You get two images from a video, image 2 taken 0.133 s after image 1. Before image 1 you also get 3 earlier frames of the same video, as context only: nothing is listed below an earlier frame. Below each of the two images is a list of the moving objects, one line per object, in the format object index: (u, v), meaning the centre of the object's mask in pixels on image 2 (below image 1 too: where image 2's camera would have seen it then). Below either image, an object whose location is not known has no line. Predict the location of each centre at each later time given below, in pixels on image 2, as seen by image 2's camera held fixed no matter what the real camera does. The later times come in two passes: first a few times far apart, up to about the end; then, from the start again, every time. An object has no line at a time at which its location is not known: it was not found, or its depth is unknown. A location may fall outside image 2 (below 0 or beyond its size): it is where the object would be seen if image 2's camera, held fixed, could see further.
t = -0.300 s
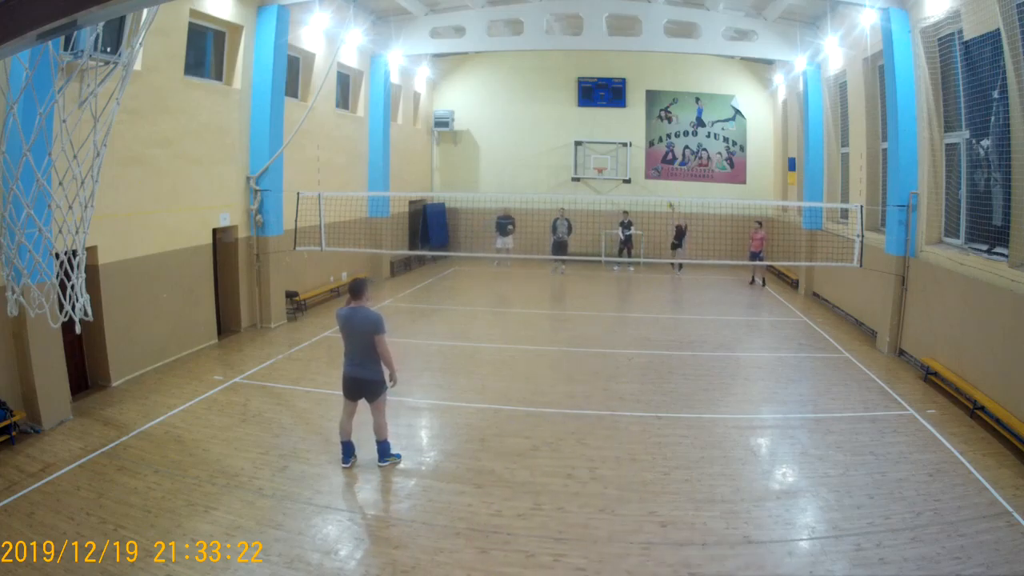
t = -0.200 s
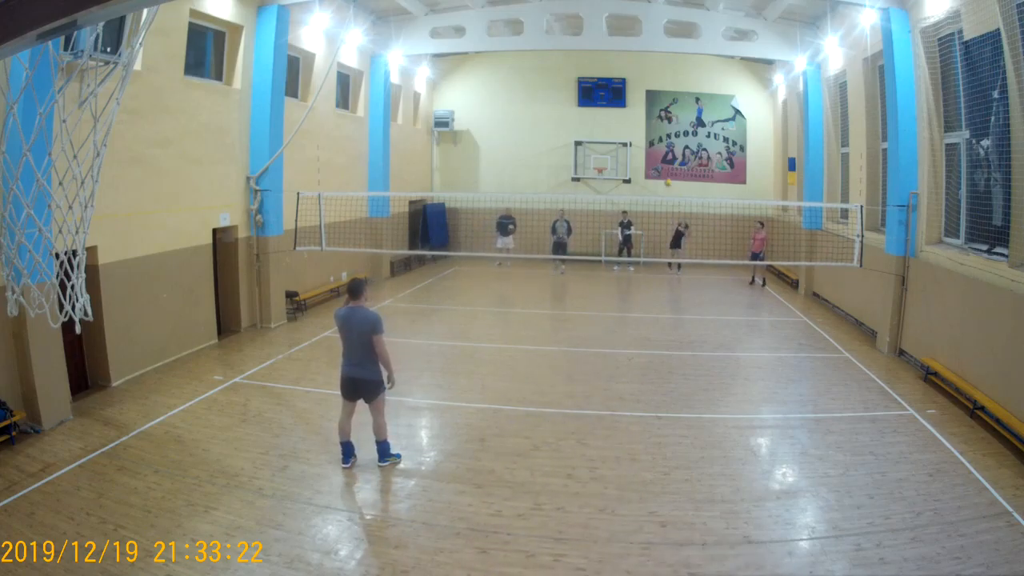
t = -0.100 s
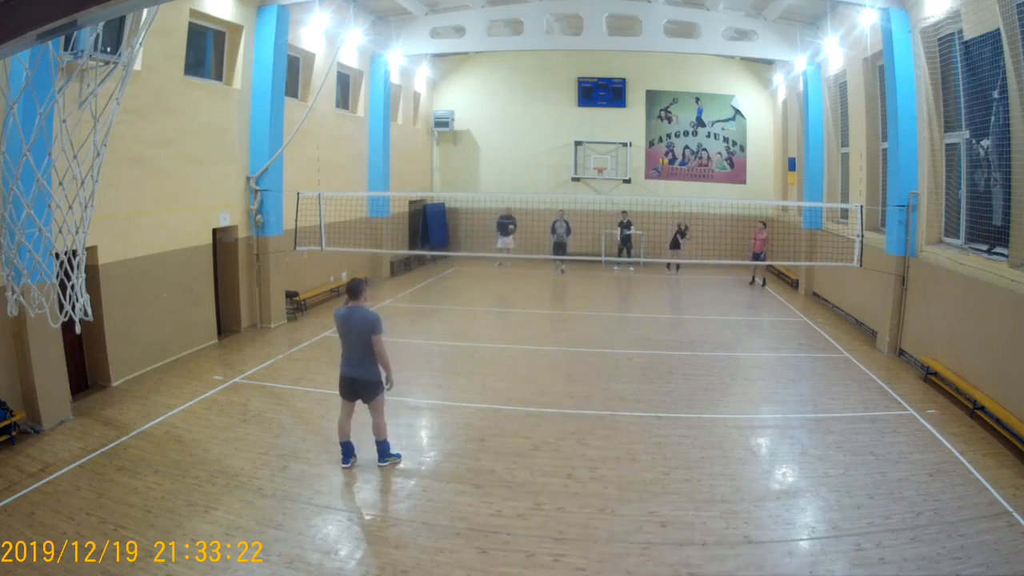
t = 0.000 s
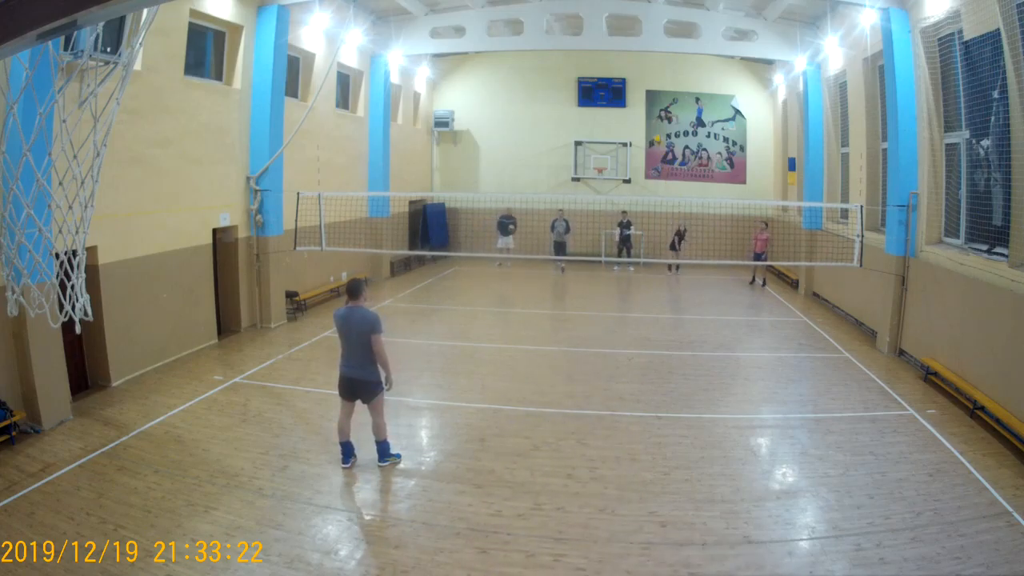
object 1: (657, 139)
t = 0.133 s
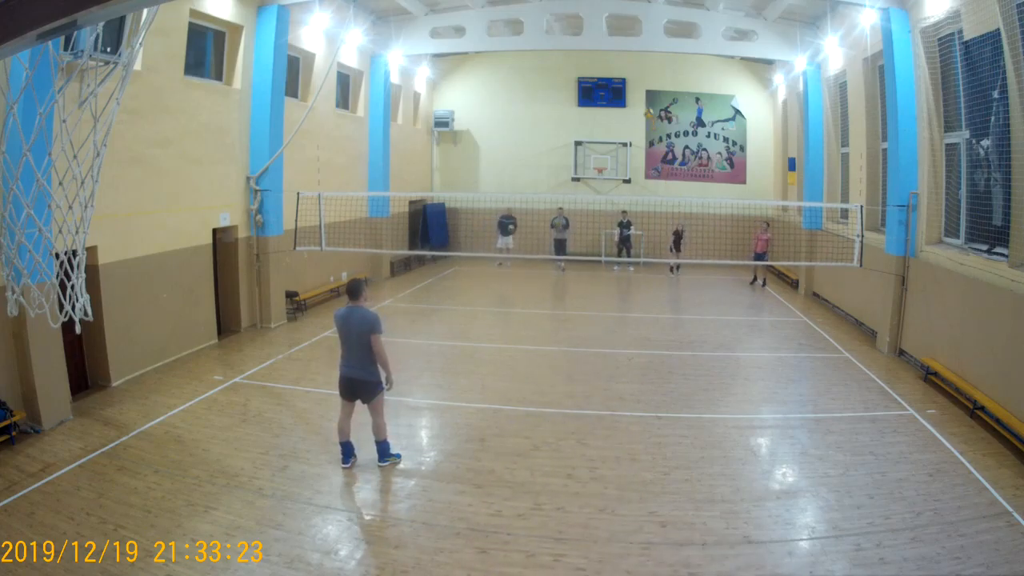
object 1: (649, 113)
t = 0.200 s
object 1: (642, 101)
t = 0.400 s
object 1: (620, 71)
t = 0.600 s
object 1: (590, 54)
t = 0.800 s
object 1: (539, 71)
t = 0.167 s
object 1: (645, 106)
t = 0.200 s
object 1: (642, 101)
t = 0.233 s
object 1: (639, 95)
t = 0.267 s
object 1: (635, 89)
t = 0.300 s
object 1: (631, 84)
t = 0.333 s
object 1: (628, 79)
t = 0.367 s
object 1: (625, 75)
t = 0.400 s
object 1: (620, 71)
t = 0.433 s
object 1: (616, 67)
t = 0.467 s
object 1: (612, 63)
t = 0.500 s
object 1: (606, 60)
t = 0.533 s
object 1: (601, 57)
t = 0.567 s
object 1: (596, 56)
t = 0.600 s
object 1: (590, 54)
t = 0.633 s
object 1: (583, 54)
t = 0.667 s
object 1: (576, 54)
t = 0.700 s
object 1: (567, 56)
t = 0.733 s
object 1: (559, 59)
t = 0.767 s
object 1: (550, 63)
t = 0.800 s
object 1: (539, 71)
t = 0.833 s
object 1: (529, 79)
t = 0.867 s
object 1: (515, 91)
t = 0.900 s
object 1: (499, 107)
